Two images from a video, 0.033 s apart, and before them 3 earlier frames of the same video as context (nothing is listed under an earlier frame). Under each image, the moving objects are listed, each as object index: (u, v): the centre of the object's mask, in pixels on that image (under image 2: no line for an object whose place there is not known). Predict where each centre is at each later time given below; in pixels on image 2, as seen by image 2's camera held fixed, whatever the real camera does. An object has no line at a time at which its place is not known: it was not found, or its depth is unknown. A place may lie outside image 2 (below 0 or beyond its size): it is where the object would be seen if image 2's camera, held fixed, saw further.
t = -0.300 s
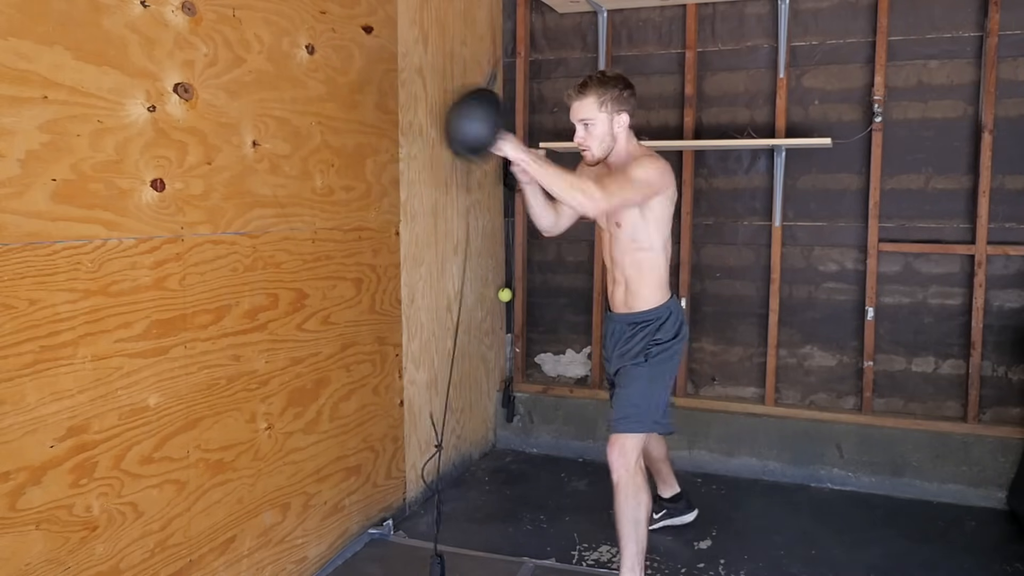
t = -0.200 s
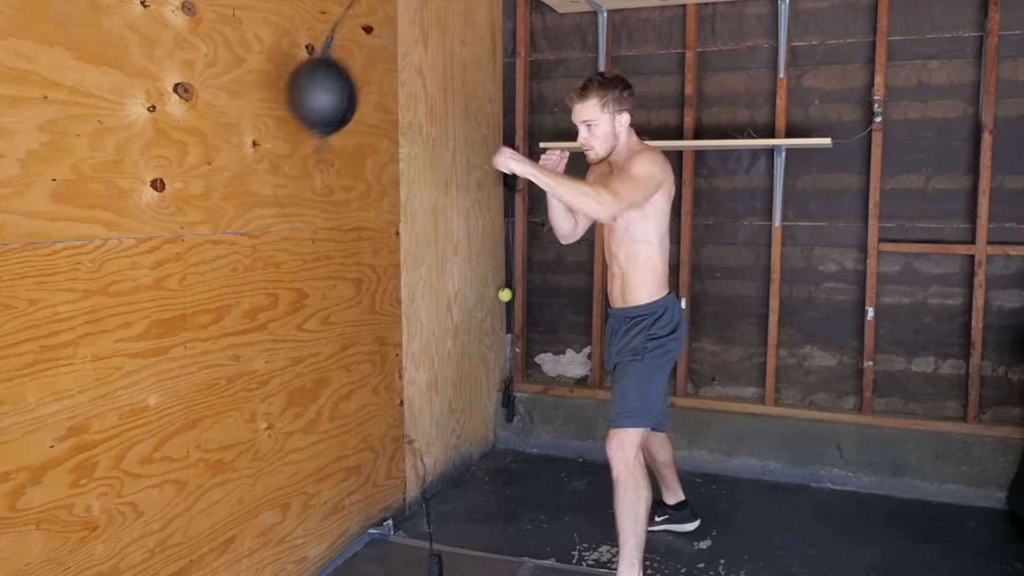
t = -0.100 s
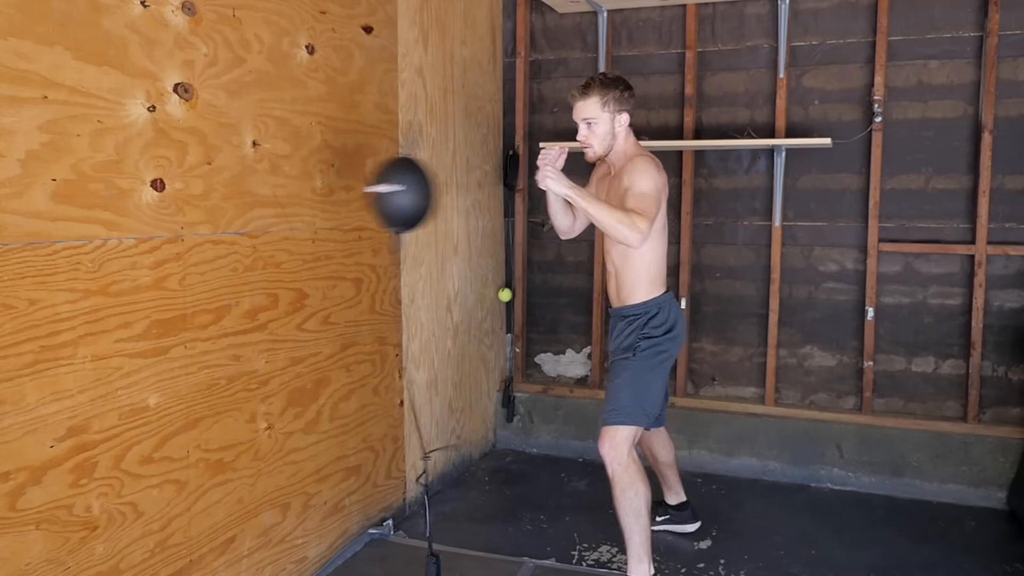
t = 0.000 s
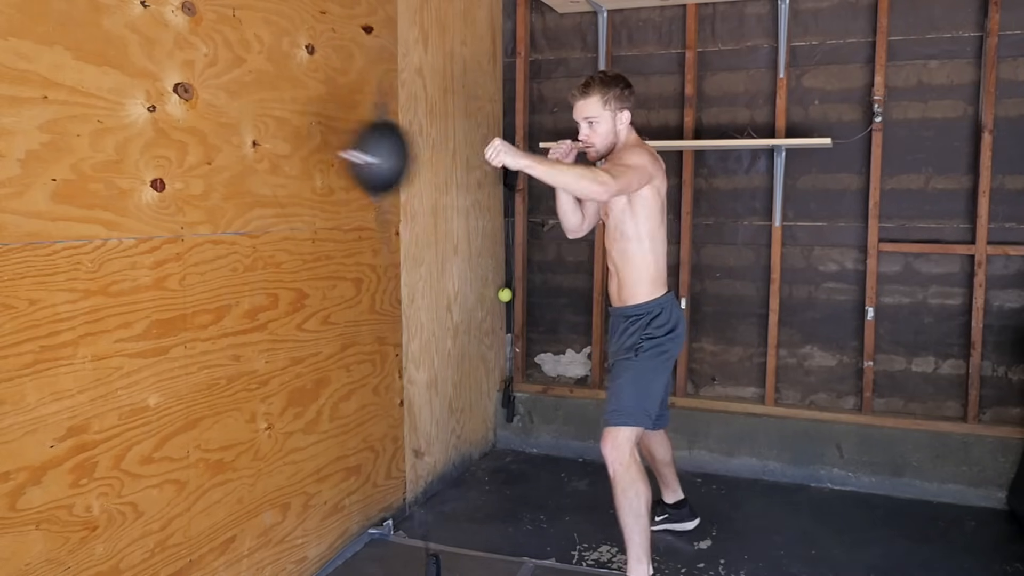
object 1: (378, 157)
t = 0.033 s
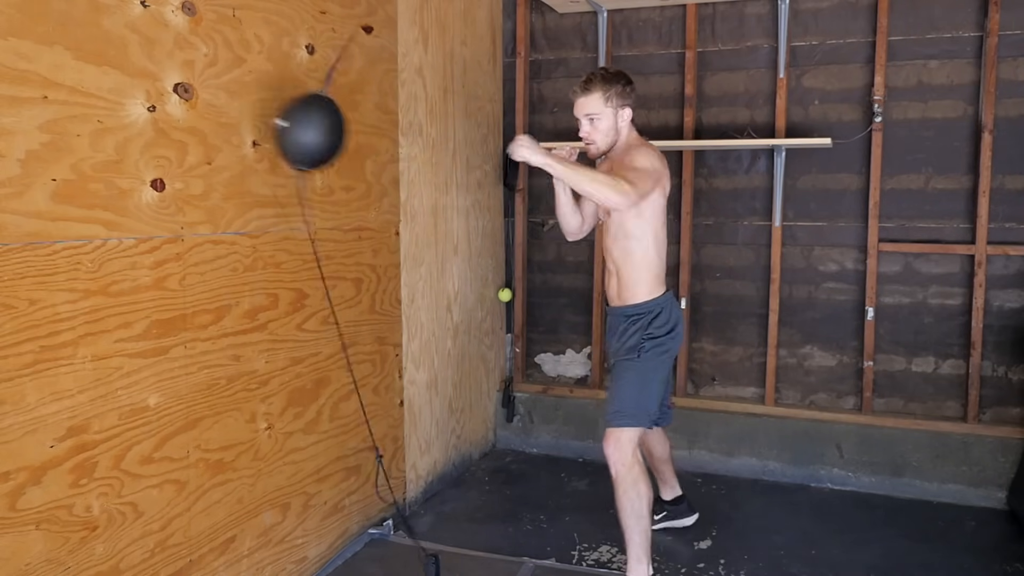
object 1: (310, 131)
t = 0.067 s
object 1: (293, 120)
